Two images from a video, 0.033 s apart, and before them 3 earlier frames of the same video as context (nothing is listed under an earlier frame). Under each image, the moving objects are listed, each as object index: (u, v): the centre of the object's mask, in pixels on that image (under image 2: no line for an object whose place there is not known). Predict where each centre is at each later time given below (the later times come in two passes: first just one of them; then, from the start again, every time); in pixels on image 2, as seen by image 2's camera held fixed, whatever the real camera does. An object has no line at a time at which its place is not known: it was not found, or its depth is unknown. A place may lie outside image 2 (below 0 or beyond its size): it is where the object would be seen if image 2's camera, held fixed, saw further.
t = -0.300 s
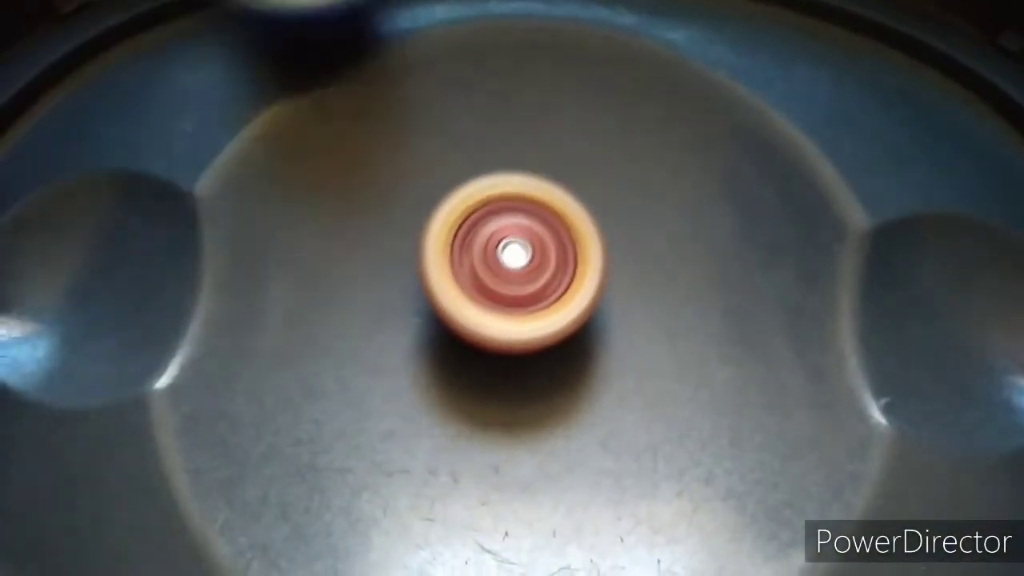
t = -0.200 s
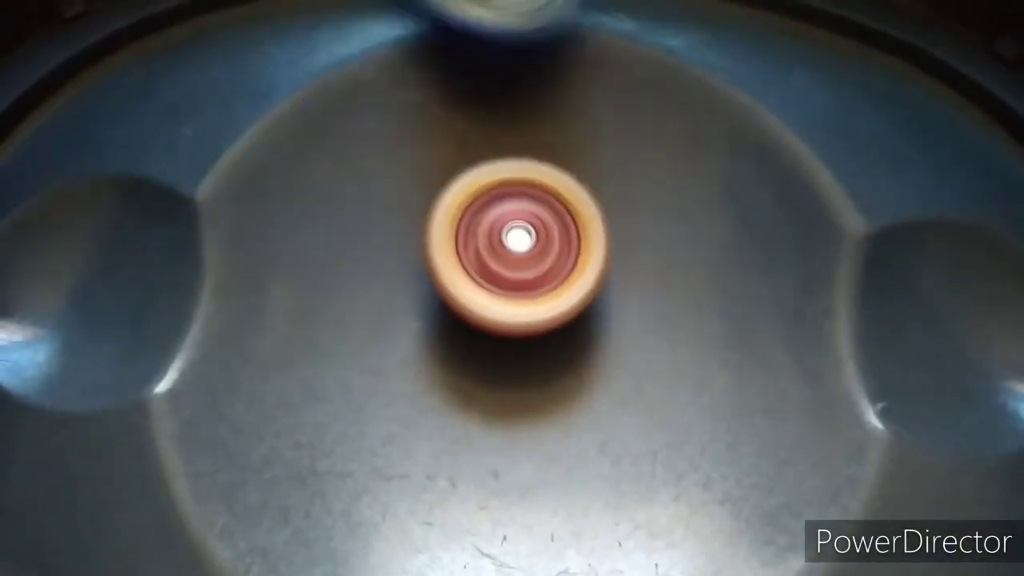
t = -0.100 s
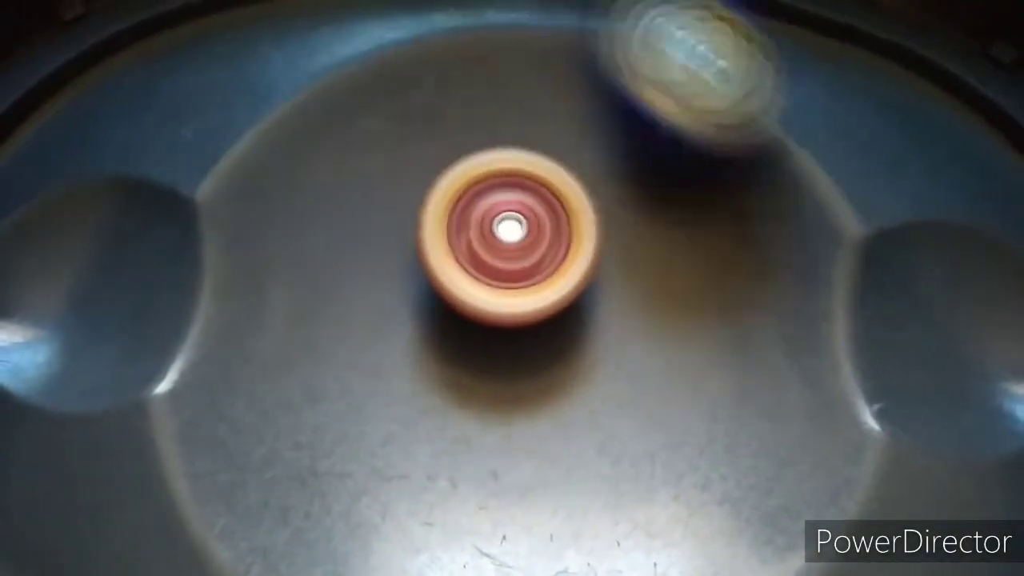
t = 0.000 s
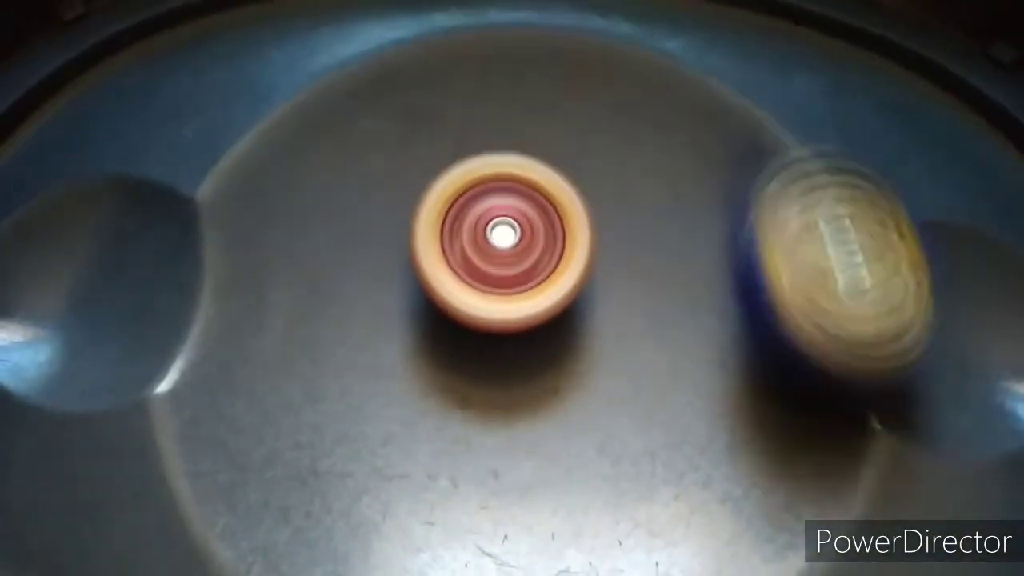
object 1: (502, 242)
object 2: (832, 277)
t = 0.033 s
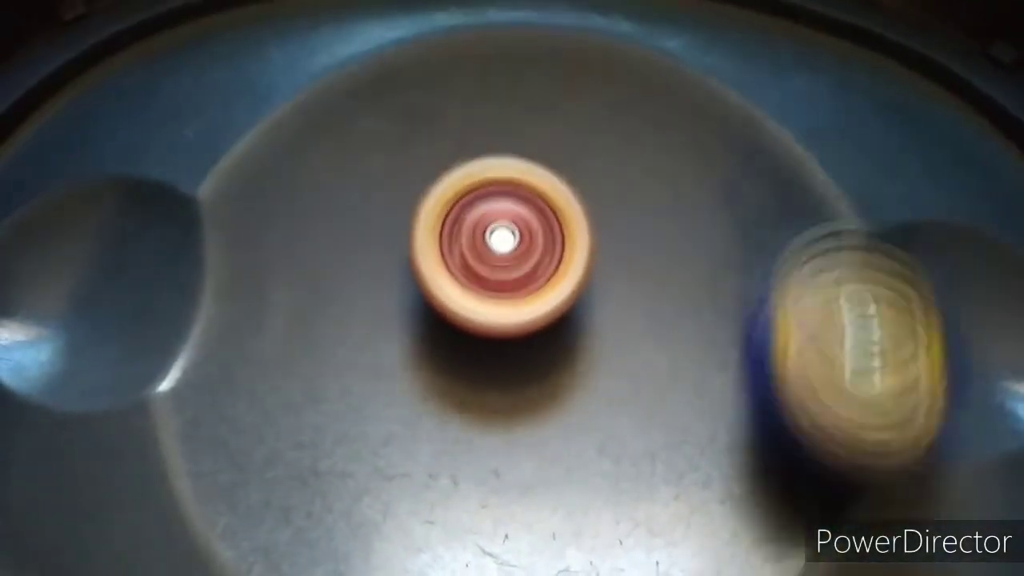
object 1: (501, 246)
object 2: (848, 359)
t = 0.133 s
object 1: (508, 273)
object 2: (746, 533)
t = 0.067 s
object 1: (501, 254)
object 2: (839, 444)
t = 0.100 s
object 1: (503, 263)
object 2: (808, 495)
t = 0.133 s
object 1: (508, 273)
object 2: (746, 533)
